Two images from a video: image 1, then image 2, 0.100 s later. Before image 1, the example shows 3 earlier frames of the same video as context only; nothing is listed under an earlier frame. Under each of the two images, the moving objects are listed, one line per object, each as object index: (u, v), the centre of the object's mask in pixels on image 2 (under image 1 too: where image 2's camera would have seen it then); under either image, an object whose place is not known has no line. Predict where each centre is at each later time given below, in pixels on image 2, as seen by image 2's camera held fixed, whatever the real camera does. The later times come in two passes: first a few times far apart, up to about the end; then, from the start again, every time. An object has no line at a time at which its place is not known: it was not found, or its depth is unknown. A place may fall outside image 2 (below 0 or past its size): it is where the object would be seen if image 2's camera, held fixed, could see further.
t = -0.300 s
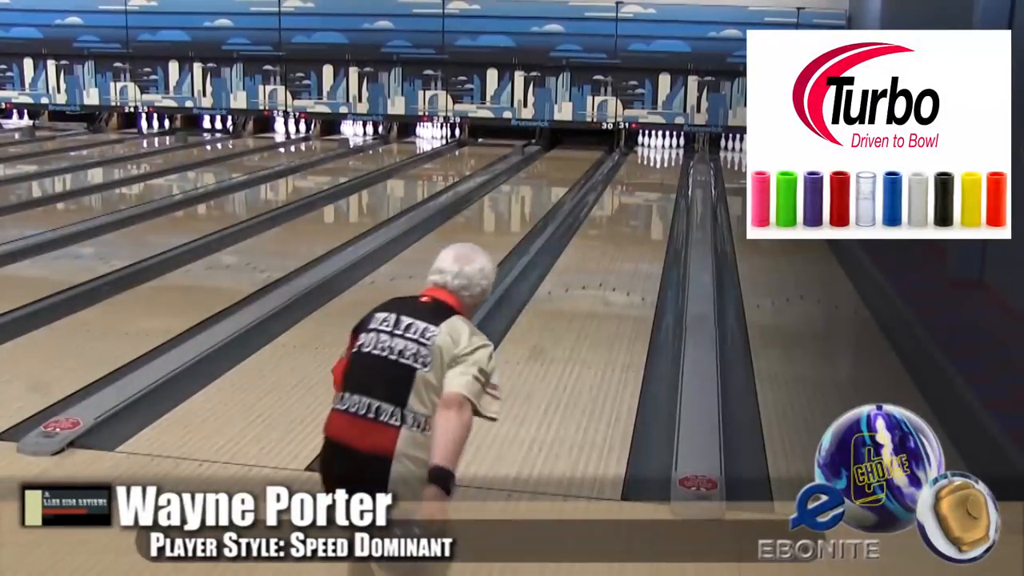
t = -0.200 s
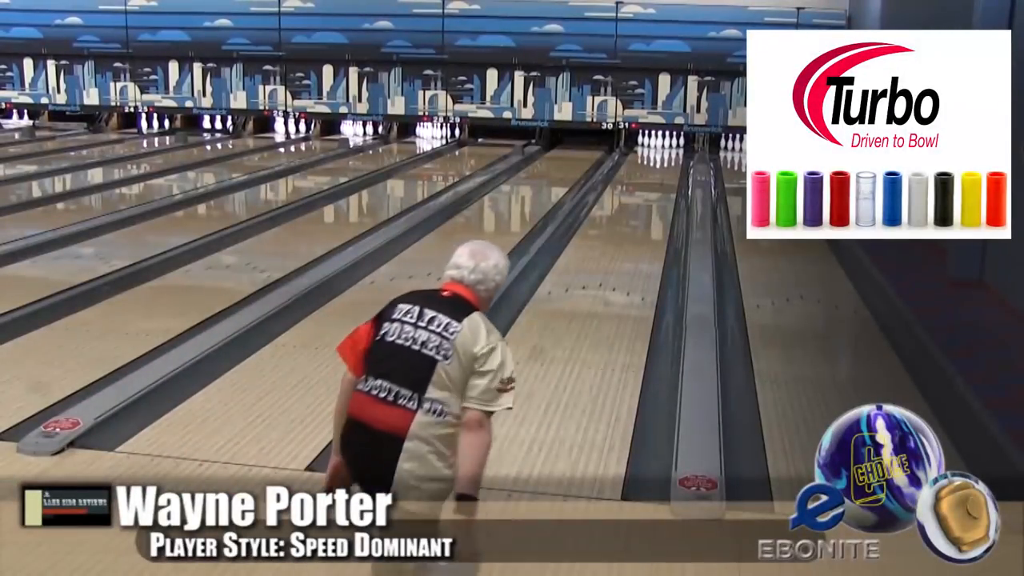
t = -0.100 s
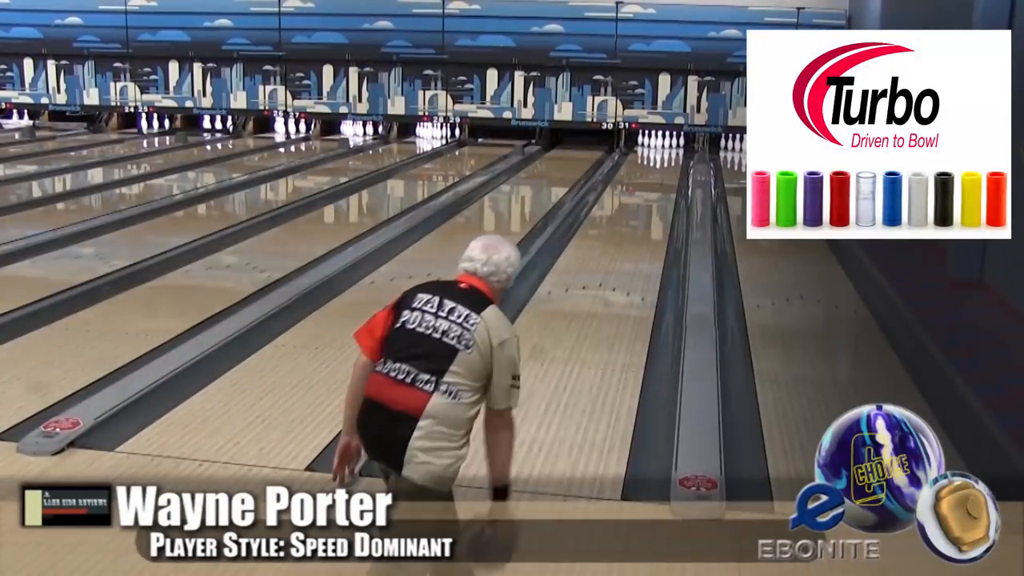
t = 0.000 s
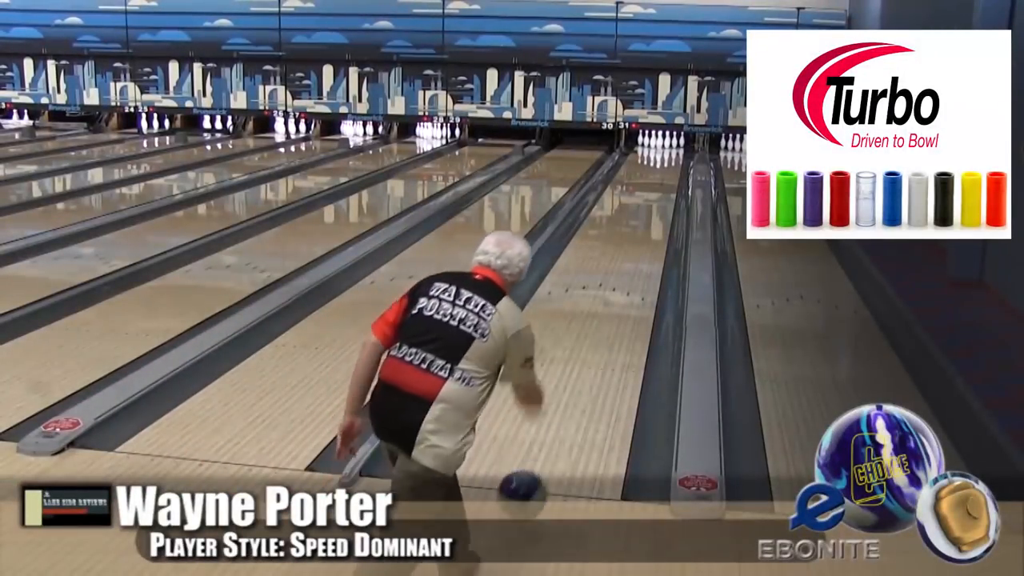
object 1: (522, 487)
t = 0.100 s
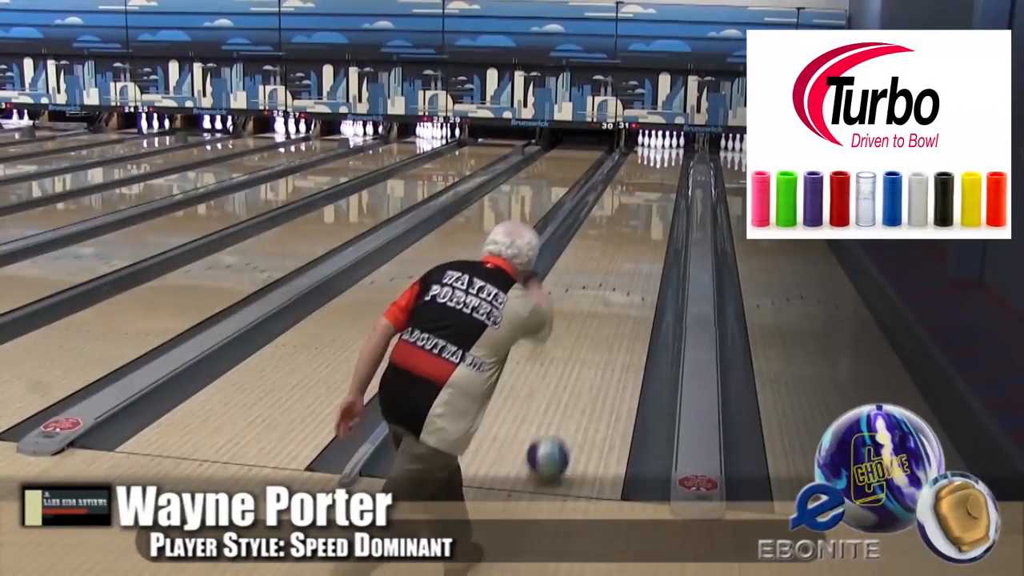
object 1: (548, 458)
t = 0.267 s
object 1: (579, 390)
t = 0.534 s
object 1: (612, 317)
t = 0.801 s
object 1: (631, 270)
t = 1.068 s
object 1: (644, 237)
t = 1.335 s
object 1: (654, 212)
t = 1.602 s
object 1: (661, 193)
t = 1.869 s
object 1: (666, 179)
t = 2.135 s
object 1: (668, 168)
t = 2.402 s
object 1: (670, 159)
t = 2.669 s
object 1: (665, 151)
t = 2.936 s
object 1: (662, 150)
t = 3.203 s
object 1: (671, 140)
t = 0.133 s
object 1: (555, 440)
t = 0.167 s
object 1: (562, 424)
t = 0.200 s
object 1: (568, 412)
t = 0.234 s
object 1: (574, 402)
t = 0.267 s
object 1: (579, 390)
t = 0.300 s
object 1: (583, 379)
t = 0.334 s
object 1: (588, 369)
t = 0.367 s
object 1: (592, 359)
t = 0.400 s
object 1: (597, 349)
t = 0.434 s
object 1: (600, 341)
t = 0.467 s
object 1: (604, 333)
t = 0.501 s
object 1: (608, 325)
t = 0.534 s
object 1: (612, 317)
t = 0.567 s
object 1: (614, 310)
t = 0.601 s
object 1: (616, 303)
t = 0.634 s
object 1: (618, 297)
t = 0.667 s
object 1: (621, 291)
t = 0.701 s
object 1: (623, 285)
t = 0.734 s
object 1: (626, 281)
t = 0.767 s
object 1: (628, 275)
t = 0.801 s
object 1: (631, 270)
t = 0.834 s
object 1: (633, 265)
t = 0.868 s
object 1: (635, 260)
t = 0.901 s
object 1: (636, 255)
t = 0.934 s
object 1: (638, 252)
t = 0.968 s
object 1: (639, 248)
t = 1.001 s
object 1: (642, 244)
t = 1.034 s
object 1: (643, 241)
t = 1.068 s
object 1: (644, 237)
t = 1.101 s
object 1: (647, 233)
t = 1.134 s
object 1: (648, 229)
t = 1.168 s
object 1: (649, 225)
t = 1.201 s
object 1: (649, 223)
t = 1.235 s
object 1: (650, 220)
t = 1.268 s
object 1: (652, 217)
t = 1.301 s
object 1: (653, 214)
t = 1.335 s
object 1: (654, 212)
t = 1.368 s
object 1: (655, 210)
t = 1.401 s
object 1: (657, 207)
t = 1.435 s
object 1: (658, 204)
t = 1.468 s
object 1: (658, 202)
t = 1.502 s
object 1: (659, 200)
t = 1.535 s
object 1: (660, 198)
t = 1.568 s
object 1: (660, 195)
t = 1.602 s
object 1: (661, 193)
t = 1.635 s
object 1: (661, 192)
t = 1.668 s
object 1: (663, 190)
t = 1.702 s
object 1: (663, 187)
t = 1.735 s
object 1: (664, 185)
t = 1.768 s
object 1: (664, 183)
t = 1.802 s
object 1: (665, 182)
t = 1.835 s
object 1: (665, 181)
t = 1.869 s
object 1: (666, 179)
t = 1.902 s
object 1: (666, 178)
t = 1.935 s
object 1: (666, 176)
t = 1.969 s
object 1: (667, 175)
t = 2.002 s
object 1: (667, 173)
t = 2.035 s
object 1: (668, 173)
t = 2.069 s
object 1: (668, 171)
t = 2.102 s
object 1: (668, 170)
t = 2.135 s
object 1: (668, 168)
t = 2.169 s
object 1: (668, 167)
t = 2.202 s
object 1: (668, 166)
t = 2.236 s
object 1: (668, 164)
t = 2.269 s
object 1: (669, 164)
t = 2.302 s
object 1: (669, 163)
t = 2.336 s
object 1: (668, 161)
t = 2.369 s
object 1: (668, 160)
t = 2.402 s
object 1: (670, 159)
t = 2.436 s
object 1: (668, 158)
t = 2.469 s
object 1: (668, 157)
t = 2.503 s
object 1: (667, 157)
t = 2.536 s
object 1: (666, 156)
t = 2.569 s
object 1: (666, 156)
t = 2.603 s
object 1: (667, 154)
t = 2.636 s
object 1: (667, 153)
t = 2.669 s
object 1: (665, 151)
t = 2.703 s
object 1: (665, 151)
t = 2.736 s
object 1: (665, 150)
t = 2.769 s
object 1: (665, 149)
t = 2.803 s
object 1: (664, 148)
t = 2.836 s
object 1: (663, 148)
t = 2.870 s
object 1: (662, 148)
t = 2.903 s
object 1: (662, 149)
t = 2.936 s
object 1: (662, 150)
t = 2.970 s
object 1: (664, 146)
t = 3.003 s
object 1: (663, 145)
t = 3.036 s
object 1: (663, 143)
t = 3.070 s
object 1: (669, 142)
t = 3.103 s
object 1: (668, 142)
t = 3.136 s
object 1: (668, 142)
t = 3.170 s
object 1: (669, 141)
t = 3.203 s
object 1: (671, 140)
